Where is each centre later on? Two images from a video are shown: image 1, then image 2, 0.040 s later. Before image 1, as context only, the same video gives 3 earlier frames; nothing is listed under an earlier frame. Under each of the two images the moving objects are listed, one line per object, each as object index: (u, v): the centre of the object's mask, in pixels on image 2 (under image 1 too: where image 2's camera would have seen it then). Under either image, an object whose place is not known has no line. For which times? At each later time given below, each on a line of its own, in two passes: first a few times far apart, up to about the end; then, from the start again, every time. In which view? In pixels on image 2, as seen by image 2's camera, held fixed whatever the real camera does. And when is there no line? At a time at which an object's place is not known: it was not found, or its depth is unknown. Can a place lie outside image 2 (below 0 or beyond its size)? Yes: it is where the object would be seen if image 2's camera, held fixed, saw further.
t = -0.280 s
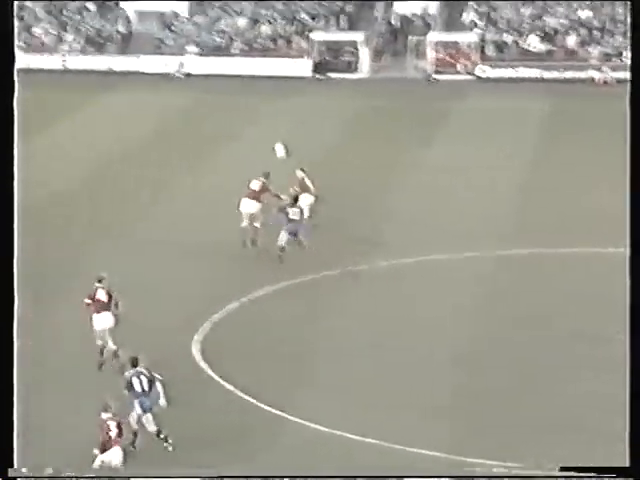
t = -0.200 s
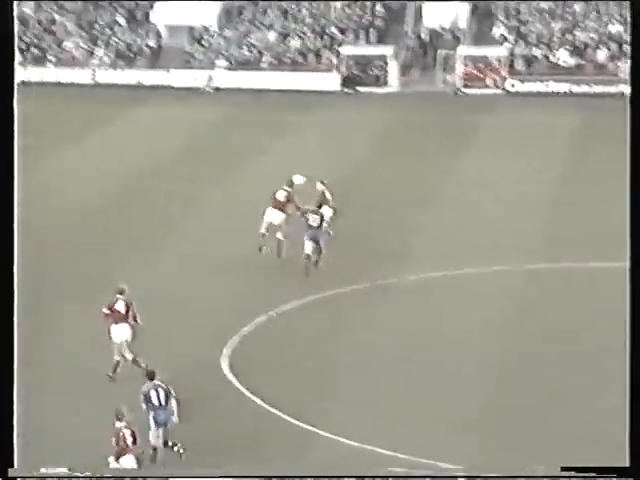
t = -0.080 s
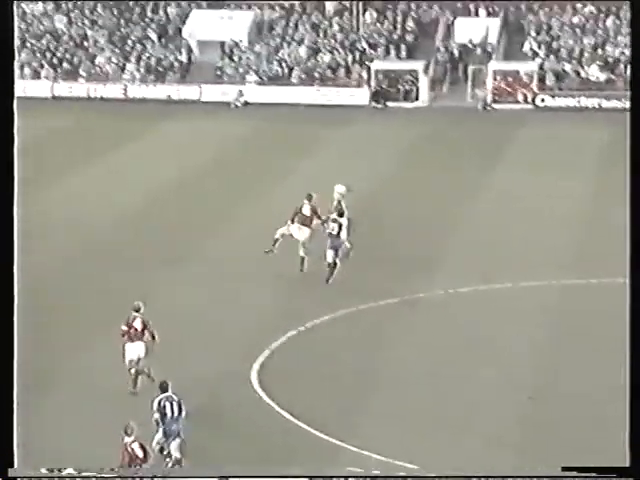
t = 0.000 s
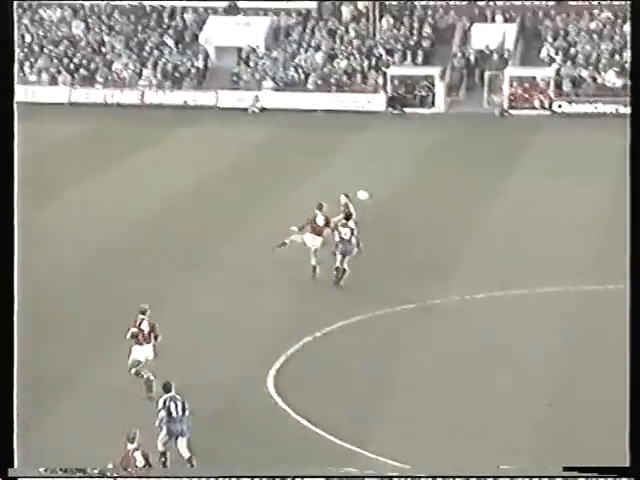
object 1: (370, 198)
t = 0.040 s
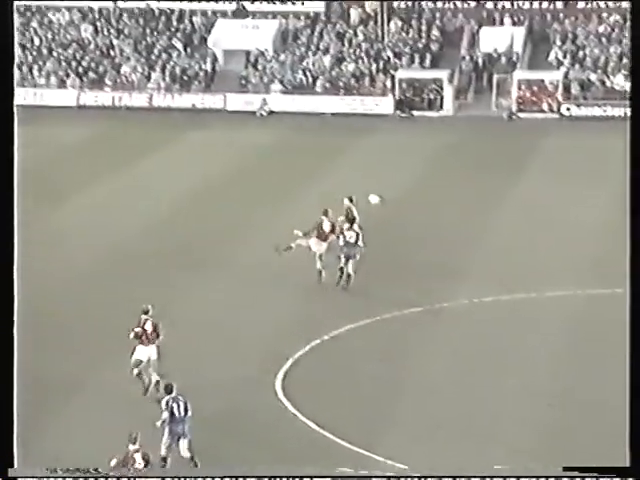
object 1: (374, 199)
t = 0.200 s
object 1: (385, 211)
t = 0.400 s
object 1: (396, 238)
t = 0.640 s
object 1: (416, 202)
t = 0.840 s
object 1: (432, 186)
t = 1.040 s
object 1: (445, 187)
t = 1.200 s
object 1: (456, 196)
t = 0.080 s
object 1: (376, 201)
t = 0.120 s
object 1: (380, 203)
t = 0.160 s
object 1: (382, 207)
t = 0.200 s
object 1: (385, 211)
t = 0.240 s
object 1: (388, 215)
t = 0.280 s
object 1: (390, 220)
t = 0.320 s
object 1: (393, 225)
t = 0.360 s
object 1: (394, 231)
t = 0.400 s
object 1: (396, 238)
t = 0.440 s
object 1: (400, 233)
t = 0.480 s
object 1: (403, 225)
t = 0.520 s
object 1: (407, 218)
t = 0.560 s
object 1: (410, 212)
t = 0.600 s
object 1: (413, 206)
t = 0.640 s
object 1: (416, 202)
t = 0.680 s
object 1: (419, 197)
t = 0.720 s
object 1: (422, 193)
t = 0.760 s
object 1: (425, 190)
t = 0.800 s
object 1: (428, 188)
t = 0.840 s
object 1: (432, 186)
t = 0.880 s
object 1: (434, 185)
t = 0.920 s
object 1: (437, 185)
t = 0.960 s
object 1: (440, 185)
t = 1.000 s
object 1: (443, 185)
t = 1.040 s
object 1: (445, 187)
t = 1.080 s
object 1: (448, 189)
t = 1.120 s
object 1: (451, 190)
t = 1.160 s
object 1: (453, 193)
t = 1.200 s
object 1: (456, 196)
